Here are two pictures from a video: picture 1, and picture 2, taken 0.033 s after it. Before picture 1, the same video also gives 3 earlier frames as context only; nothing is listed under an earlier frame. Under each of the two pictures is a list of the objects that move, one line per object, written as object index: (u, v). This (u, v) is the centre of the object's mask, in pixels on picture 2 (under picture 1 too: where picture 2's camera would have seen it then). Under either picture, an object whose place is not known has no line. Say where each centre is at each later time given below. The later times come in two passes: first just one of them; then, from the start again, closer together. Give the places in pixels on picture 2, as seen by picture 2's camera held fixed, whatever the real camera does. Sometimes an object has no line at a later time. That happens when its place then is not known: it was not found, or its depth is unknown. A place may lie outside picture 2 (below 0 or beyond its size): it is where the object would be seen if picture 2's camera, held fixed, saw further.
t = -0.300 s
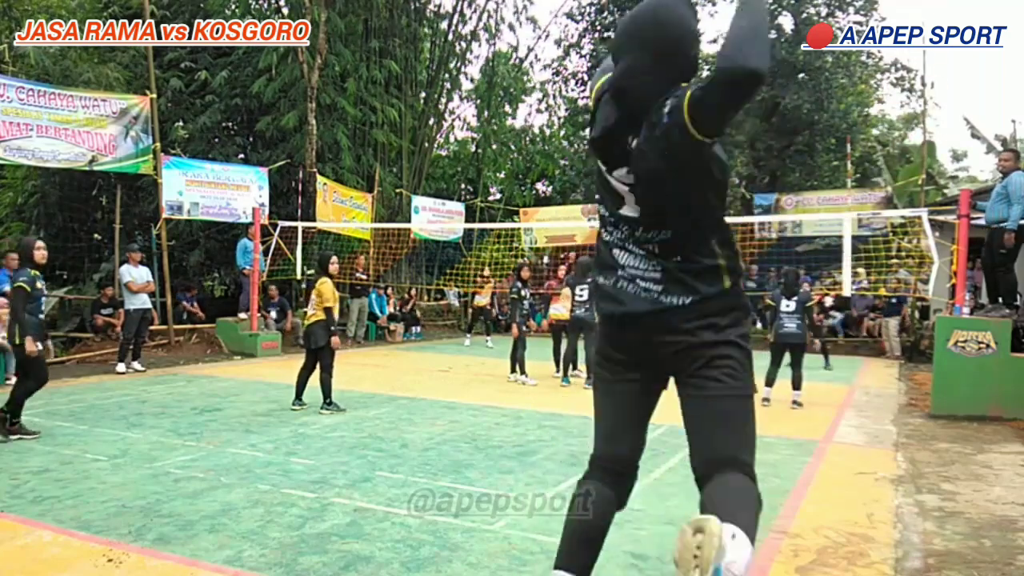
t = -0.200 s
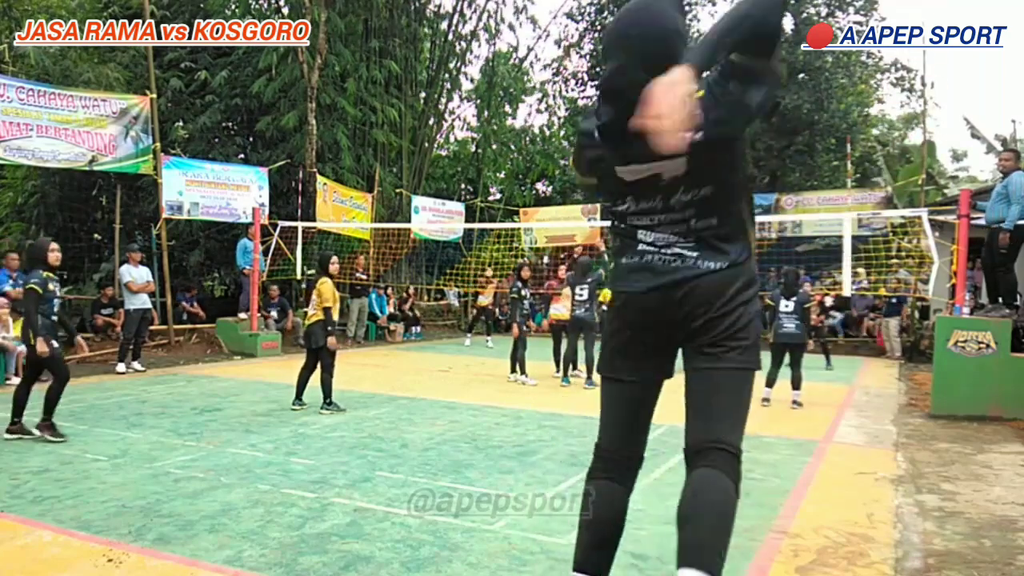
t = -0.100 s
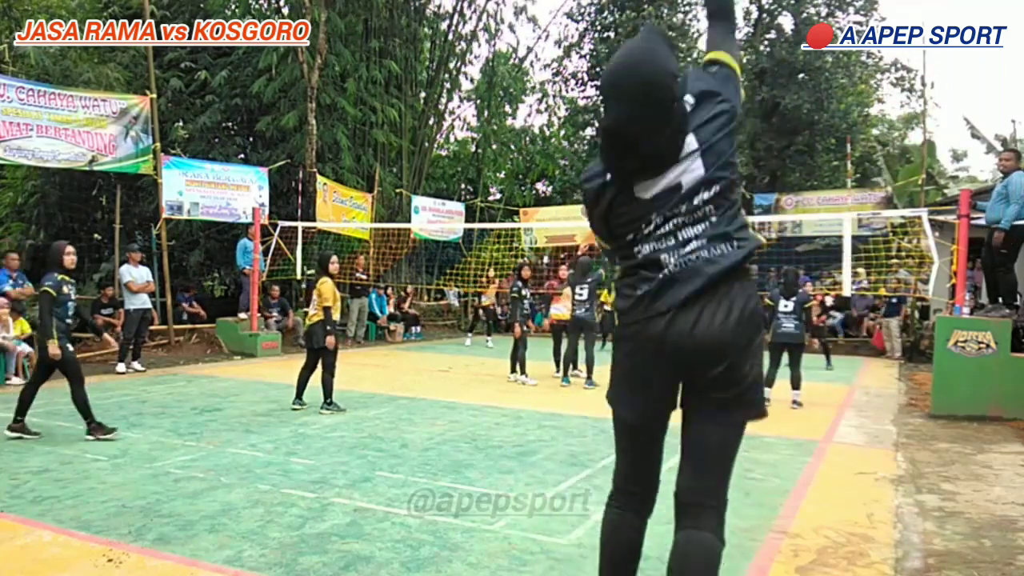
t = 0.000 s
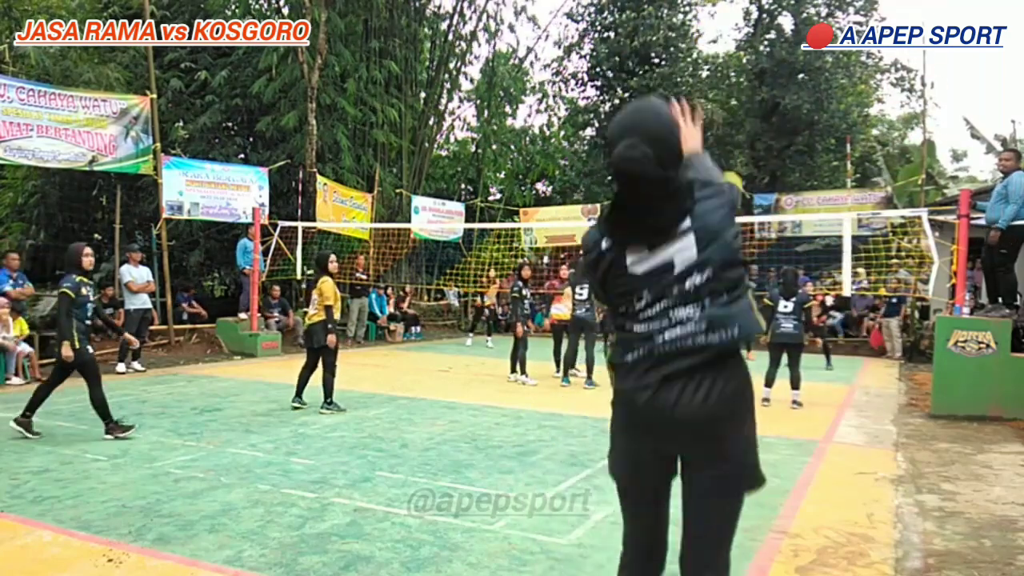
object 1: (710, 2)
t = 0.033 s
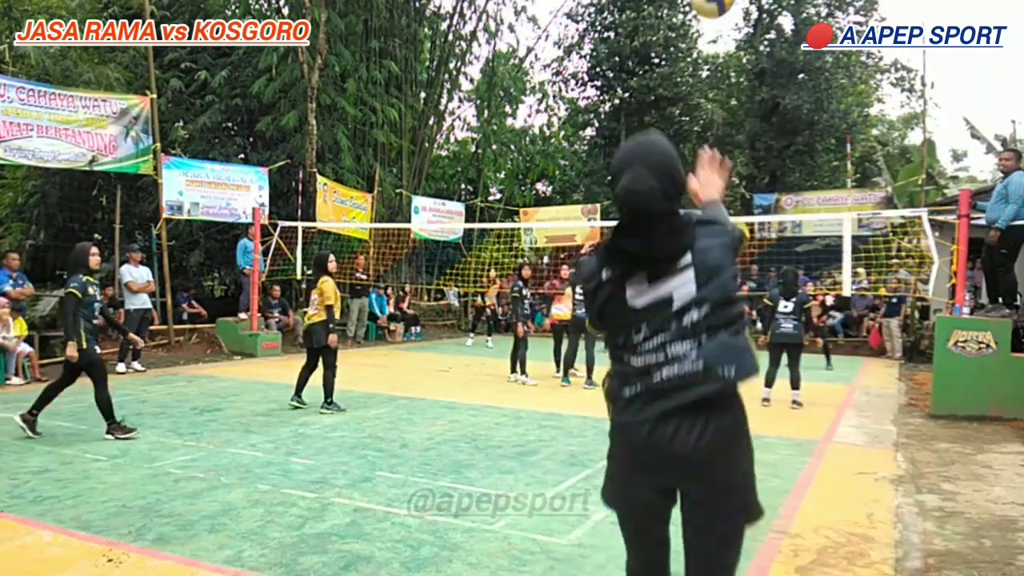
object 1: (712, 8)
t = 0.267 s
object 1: (708, 99)
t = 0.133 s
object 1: (710, 49)
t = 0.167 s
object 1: (710, 62)
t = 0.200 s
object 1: (709, 73)
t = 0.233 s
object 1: (708, 86)
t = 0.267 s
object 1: (708, 99)
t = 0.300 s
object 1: (708, 111)
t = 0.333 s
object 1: (708, 123)
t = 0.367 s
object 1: (708, 135)
